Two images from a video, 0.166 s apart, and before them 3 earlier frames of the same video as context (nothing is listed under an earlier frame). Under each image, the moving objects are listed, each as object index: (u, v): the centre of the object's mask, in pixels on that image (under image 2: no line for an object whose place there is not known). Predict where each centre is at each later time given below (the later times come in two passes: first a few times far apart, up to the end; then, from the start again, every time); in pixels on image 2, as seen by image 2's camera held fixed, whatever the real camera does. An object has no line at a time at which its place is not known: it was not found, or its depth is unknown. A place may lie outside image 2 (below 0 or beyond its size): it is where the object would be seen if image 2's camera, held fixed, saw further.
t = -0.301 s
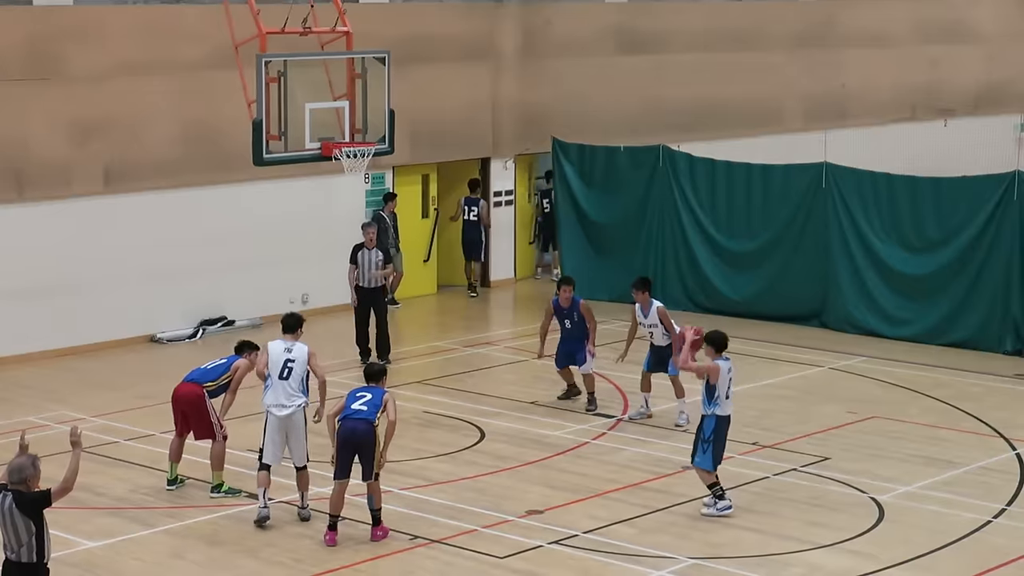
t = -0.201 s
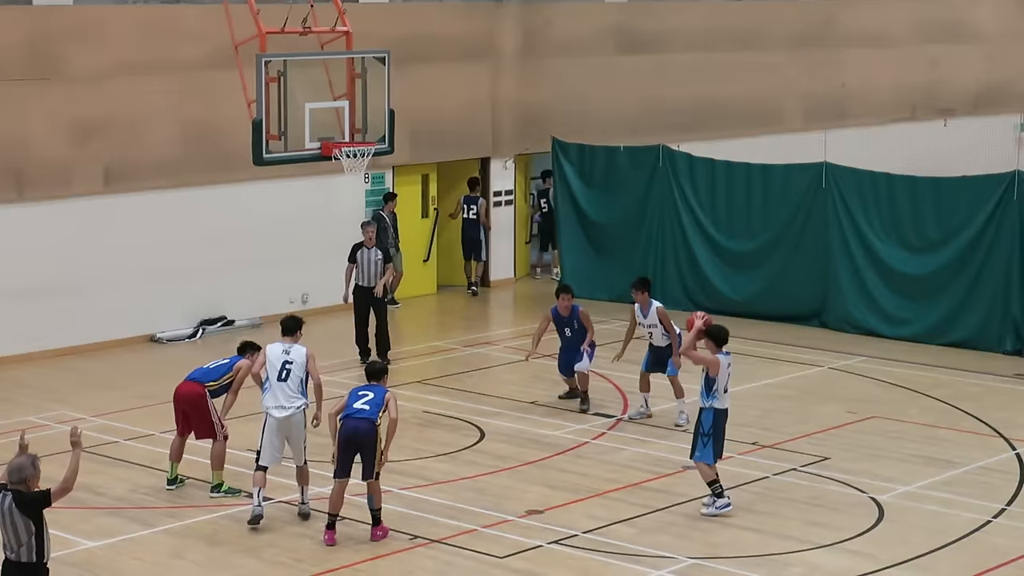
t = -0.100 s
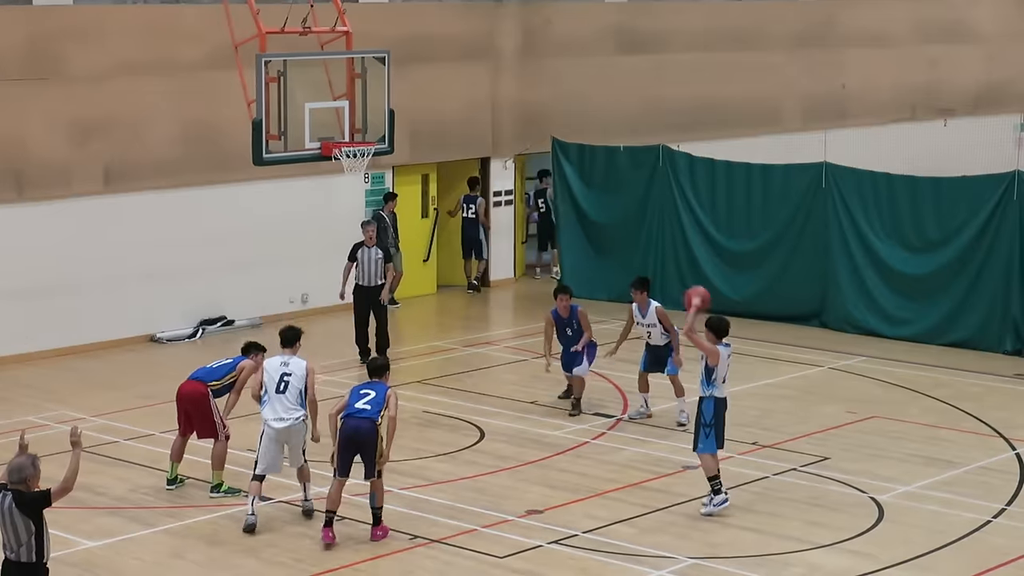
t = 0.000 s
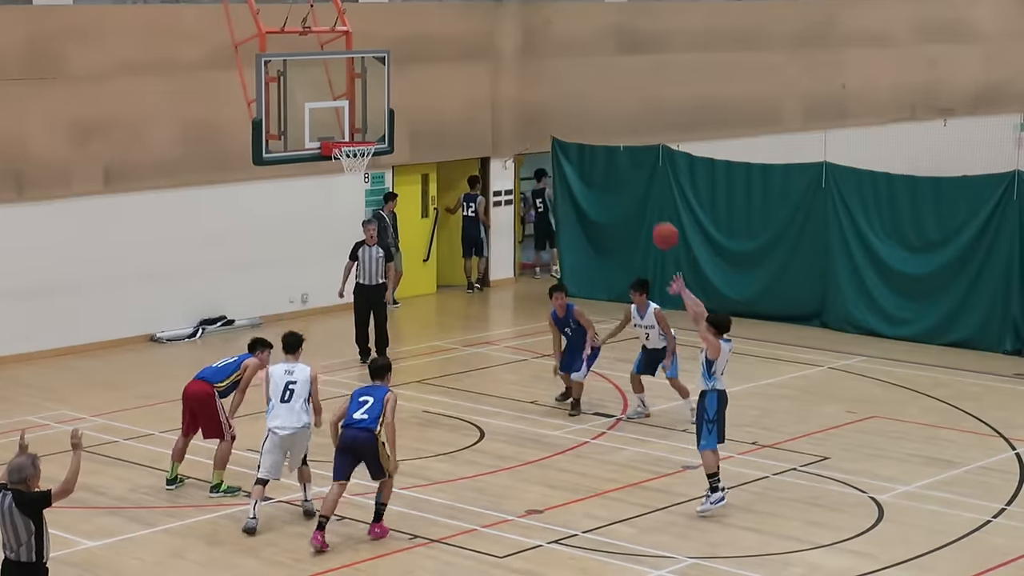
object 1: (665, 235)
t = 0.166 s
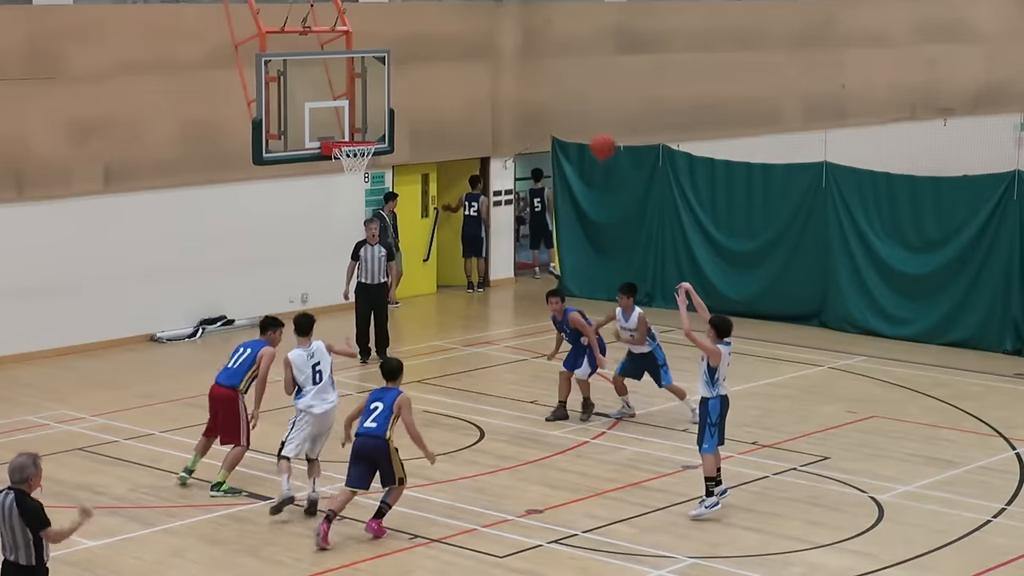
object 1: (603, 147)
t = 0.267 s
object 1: (567, 110)
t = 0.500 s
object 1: (487, 63)
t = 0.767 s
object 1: (403, 78)
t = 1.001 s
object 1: (348, 134)
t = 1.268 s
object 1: (413, 112)
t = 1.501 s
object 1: (462, 137)
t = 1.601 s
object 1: (483, 164)
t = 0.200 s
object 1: (591, 133)
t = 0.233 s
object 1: (579, 120)
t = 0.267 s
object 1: (567, 110)
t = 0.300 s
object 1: (556, 99)
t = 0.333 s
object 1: (544, 90)
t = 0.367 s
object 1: (532, 82)
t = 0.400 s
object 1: (521, 76)
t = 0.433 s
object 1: (509, 71)
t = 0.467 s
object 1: (498, 66)
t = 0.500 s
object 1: (487, 63)
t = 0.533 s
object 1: (476, 62)
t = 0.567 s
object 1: (465, 61)
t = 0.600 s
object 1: (454, 61)
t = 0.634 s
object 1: (444, 62)
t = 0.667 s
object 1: (433, 64)
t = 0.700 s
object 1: (423, 68)
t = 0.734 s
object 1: (412, 72)
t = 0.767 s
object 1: (403, 78)
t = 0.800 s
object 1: (393, 85)
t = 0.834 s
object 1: (382, 92)
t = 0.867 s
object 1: (372, 101)
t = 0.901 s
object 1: (362, 111)
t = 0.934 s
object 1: (352, 122)
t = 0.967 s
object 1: (343, 132)
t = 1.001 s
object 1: (348, 134)
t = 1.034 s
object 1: (362, 133)
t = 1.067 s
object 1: (373, 132)
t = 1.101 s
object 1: (380, 125)
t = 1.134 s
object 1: (387, 120)
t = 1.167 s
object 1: (393, 117)
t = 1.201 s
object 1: (400, 113)
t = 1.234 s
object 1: (407, 112)
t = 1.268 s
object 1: (413, 112)
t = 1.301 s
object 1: (420, 112)
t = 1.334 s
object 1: (428, 114)
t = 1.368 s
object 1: (434, 116)
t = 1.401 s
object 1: (441, 120)
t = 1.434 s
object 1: (448, 124)
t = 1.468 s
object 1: (455, 129)
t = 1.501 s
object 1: (462, 137)
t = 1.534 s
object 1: (470, 145)
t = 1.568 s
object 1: (477, 154)
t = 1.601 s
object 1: (483, 164)
